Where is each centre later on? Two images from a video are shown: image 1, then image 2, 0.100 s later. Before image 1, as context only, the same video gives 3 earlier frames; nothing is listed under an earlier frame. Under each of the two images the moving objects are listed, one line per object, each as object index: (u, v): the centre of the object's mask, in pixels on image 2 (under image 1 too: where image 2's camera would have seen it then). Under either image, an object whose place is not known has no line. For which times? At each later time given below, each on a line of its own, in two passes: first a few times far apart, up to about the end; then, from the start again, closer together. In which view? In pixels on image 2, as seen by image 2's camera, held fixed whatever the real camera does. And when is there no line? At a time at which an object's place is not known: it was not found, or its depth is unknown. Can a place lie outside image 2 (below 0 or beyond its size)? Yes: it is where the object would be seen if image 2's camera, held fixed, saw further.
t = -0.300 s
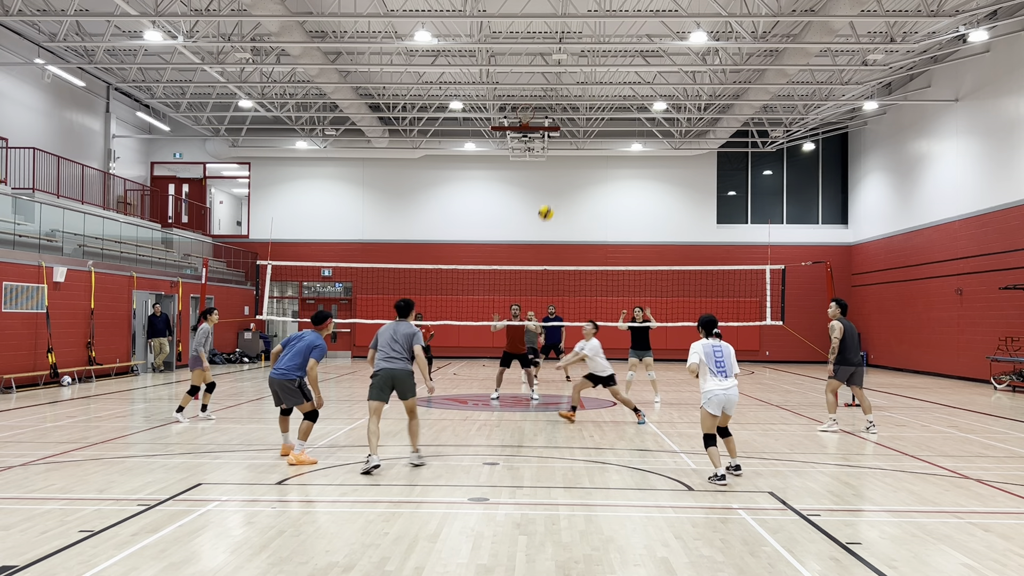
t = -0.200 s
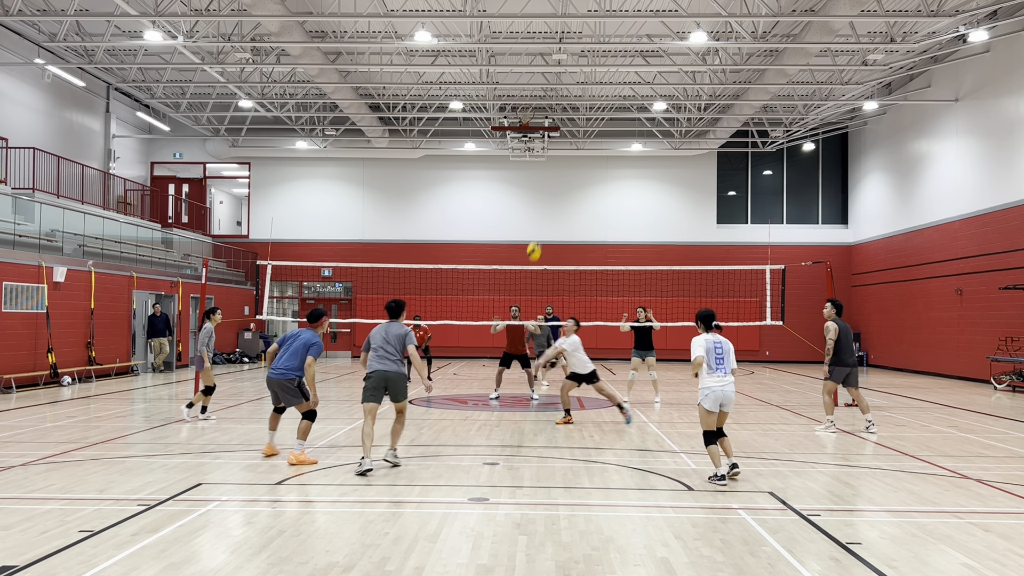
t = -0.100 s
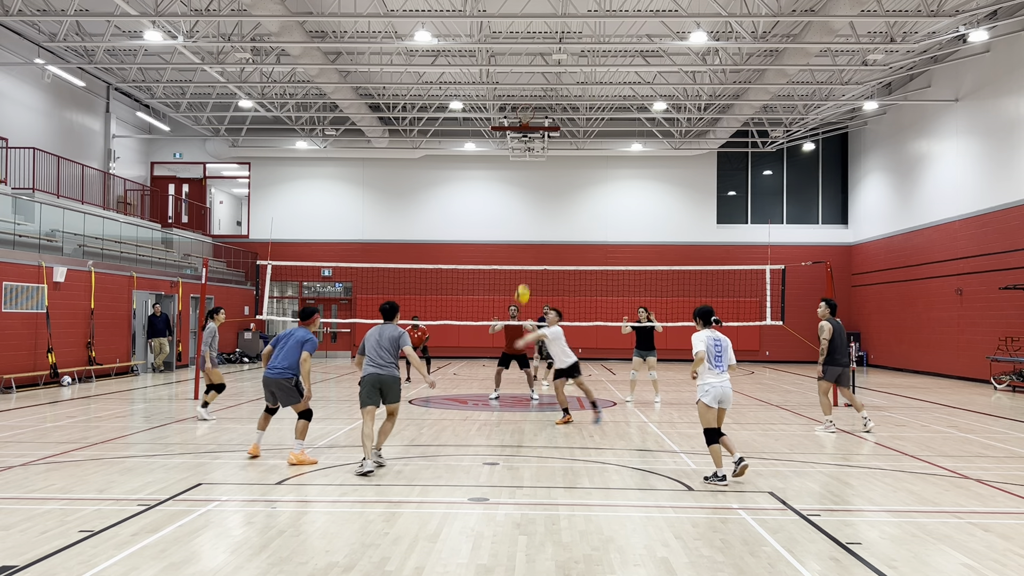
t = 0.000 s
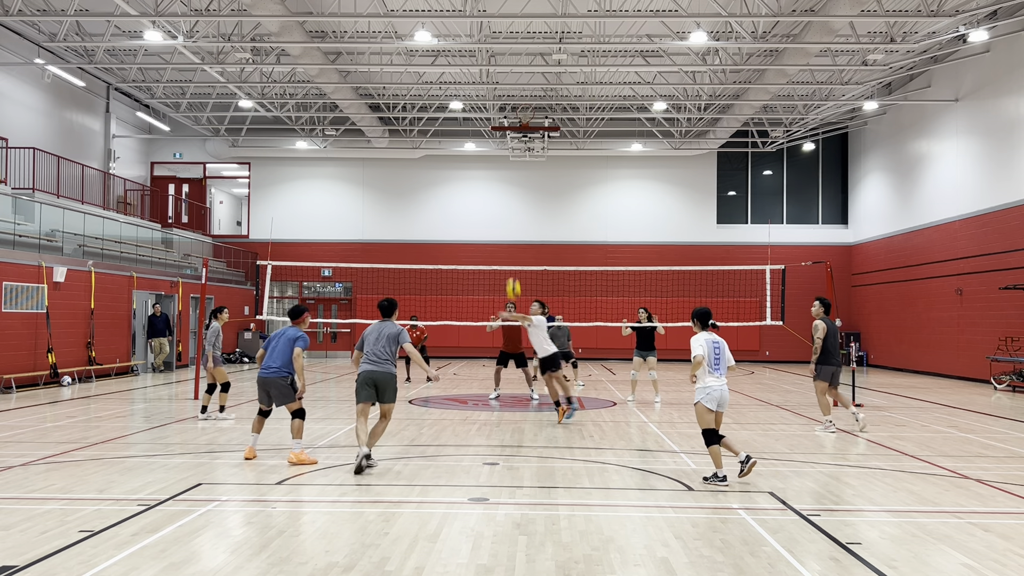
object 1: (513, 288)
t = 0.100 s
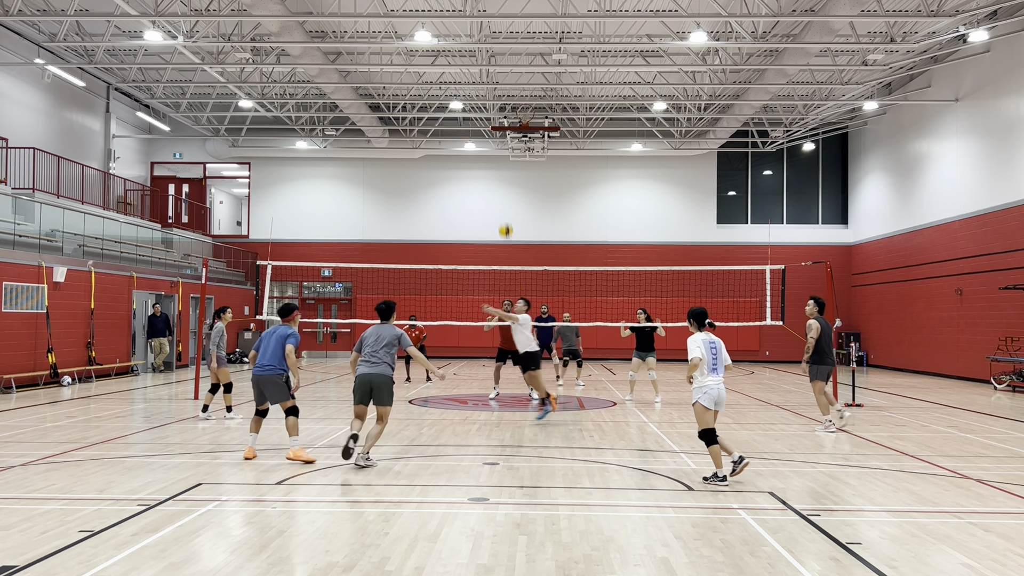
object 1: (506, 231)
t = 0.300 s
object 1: (492, 135)
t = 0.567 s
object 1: (476, 54)
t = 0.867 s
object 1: (457, 24)
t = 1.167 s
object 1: (436, 62)
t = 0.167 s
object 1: (501, 195)
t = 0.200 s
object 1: (499, 178)
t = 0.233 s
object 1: (497, 163)
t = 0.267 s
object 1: (495, 149)
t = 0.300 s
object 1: (492, 135)
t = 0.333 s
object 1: (491, 123)
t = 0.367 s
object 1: (489, 110)
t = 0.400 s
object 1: (487, 99)
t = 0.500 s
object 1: (481, 69)
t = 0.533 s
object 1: (478, 61)
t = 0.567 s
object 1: (476, 54)
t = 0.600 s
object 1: (474, 47)
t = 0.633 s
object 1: (472, 42)
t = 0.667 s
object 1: (470, 36)
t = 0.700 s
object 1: (468, 33)
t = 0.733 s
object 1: (465, 29)
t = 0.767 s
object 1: (463, 27)
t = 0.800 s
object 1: (461, 25)
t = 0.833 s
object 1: (459, 24)
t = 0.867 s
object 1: (457, 24)
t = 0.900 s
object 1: (455, 25)
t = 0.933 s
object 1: (453, 27)
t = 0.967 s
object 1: (450, 29)
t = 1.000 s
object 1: (448, 33)
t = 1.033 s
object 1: (445, 37)
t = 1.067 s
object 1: (443, 42)
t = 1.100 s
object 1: (441, 47)
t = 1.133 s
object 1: (439, 55)
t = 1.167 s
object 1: (436, 62)
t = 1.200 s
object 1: (434, 71)
